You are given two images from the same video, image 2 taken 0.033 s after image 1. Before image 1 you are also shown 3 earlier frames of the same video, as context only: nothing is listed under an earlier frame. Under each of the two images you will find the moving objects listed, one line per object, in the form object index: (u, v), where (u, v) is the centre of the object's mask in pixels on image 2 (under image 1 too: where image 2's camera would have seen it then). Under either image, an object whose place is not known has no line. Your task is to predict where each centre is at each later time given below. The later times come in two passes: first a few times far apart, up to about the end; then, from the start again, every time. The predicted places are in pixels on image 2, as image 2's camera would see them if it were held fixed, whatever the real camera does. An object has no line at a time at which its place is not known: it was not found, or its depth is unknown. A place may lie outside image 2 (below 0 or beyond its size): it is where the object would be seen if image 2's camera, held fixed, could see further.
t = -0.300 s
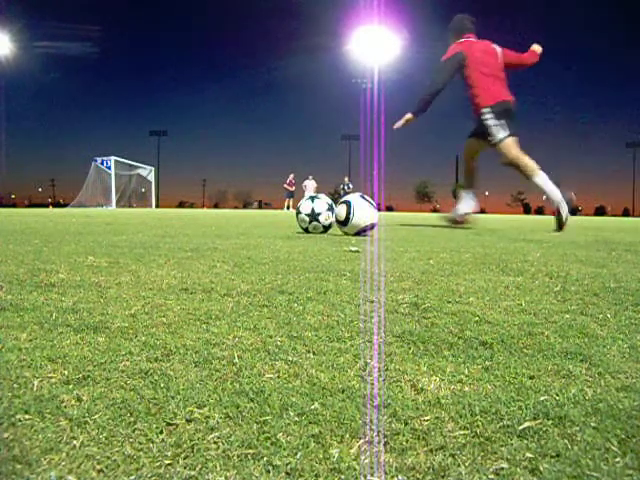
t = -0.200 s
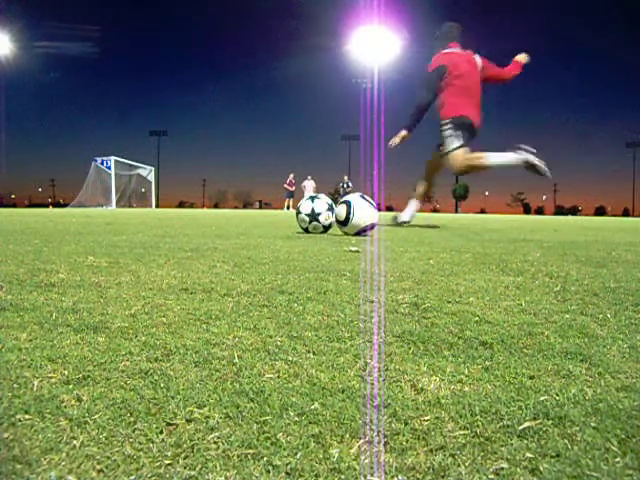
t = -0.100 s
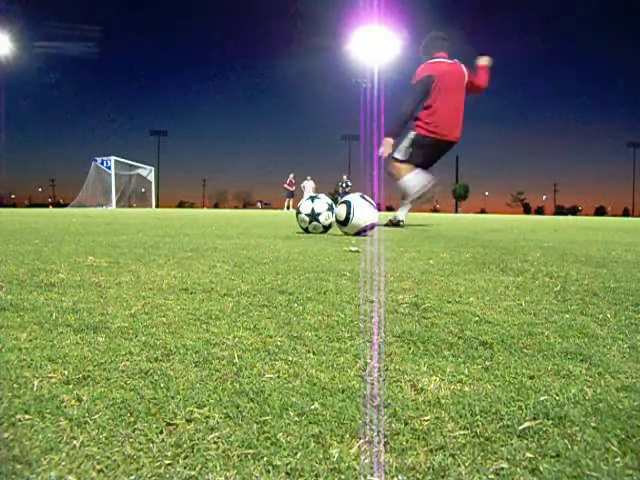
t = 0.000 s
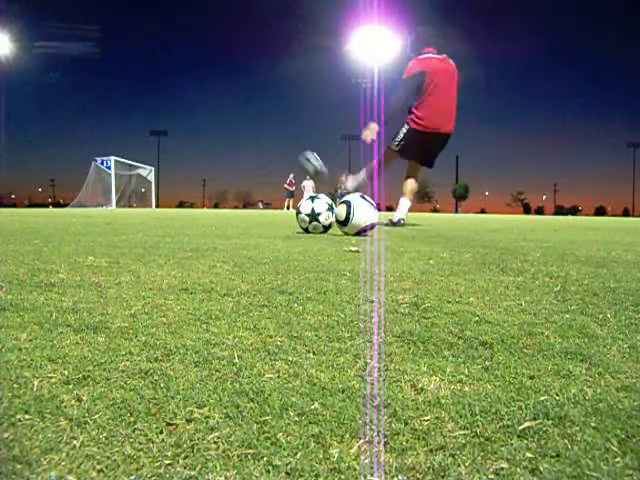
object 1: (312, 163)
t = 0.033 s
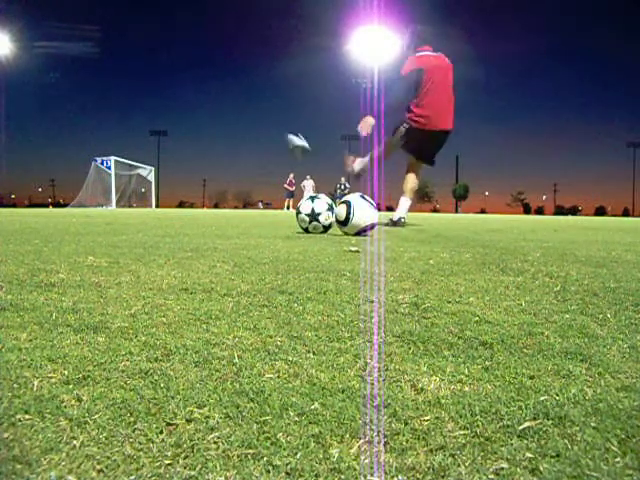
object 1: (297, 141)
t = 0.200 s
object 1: (253, 89)
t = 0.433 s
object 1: (233, 66)
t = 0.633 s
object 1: (229, 67)
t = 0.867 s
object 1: (231, 80)
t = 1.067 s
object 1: (235, 96)
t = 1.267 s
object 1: (240, 117)
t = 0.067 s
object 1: (284, 128)
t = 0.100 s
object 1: (274, 115)
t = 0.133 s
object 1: (265, 105)
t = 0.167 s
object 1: (258, 96)
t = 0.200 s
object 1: (253, 89)
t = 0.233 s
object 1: (248, 83)
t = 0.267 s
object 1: (244, 78)
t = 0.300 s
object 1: (241, 74)
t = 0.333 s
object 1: (238, 71)
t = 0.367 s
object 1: (236, 69)
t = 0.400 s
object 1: (234, 68)
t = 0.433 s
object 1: (233, 66)
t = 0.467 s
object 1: (232, 65)
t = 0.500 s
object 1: (231, 66)
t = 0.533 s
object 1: (230, 65)
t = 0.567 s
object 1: (229, 66)
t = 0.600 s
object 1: (229, 67)
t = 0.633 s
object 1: (229, 67)
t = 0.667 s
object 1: (229, 69)
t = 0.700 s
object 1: (229, 70)
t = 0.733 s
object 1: (229, 71)
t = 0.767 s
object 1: (230, 73)
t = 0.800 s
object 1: (230, 75)
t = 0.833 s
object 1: (231, 77)
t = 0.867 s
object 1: (231, 80)
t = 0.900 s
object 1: (232, 82)
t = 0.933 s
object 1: (232, 84)
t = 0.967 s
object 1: (233, 87)
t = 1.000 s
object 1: (234, 90)
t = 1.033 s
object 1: (235, 93)
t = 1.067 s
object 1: (235, 96)
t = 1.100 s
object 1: (236, 100)
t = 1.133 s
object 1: (236, 103)
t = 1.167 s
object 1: (237, 106)
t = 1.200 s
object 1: (238, 109)
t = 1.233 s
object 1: (239, 113)
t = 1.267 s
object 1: (240, 117)
